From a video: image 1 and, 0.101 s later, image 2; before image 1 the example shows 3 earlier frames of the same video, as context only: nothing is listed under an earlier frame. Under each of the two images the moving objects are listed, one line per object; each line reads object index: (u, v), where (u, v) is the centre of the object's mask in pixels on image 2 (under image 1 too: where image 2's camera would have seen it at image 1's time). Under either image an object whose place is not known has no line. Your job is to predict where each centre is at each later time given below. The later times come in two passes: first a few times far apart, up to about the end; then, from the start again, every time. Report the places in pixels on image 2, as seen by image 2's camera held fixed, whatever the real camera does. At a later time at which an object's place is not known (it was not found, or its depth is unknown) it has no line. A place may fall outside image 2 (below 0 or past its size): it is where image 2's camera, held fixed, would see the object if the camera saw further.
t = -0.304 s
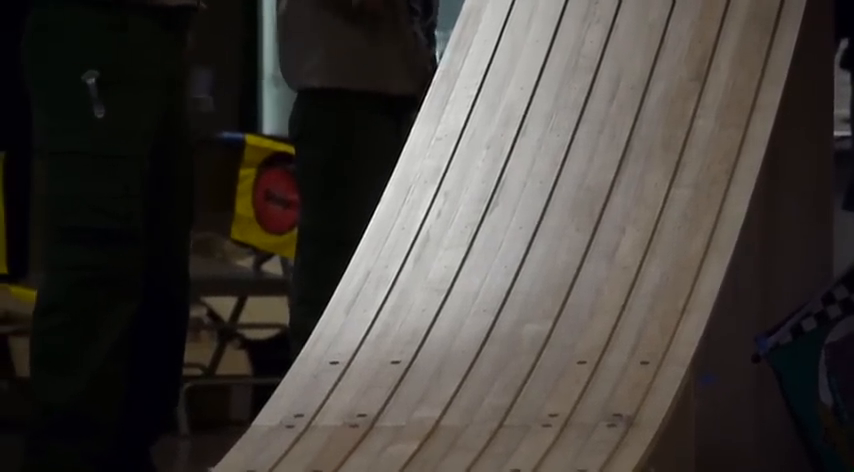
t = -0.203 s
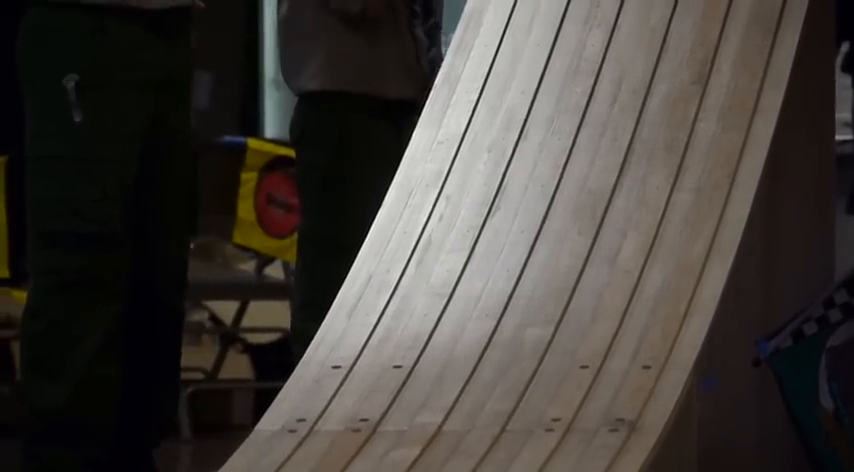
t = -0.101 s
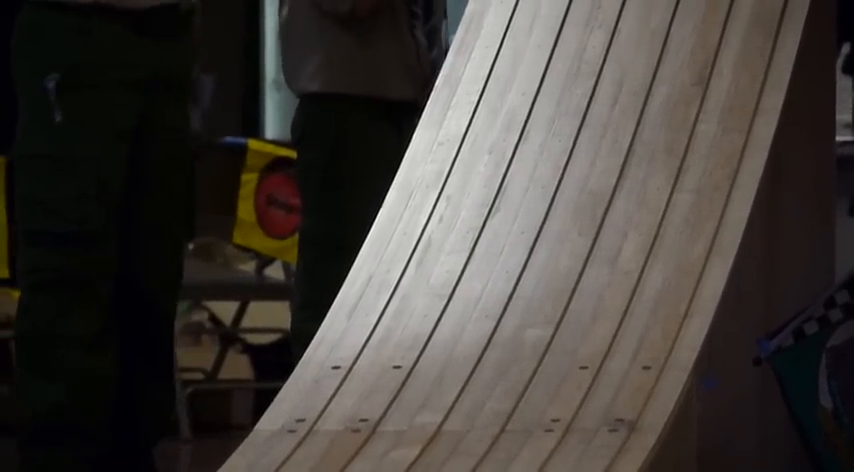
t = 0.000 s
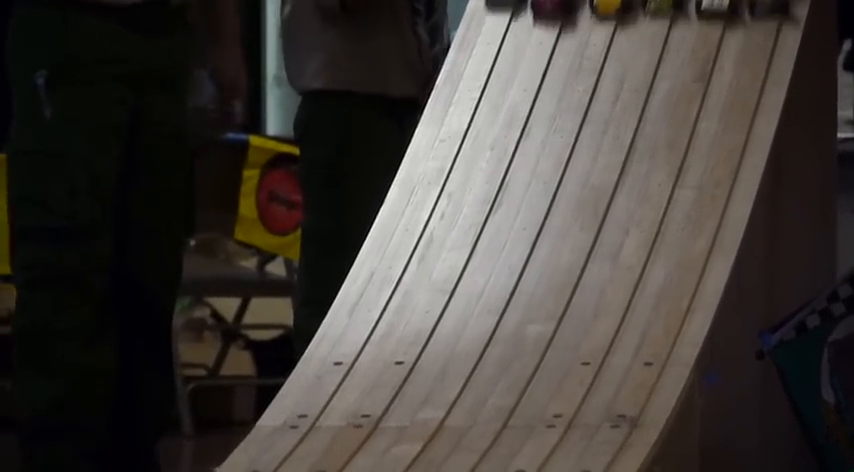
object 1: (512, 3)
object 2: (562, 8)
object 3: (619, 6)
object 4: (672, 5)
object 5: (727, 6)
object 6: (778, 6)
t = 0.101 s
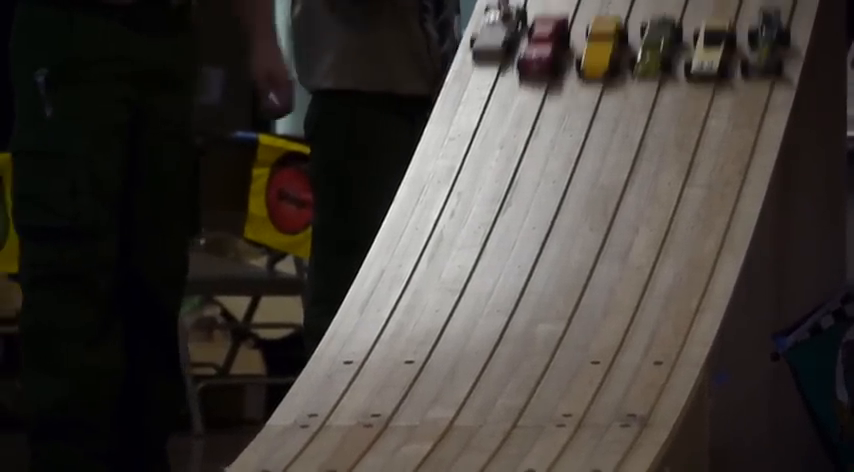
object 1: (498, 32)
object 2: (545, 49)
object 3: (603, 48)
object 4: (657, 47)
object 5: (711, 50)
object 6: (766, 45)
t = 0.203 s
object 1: (473, 96)
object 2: (517, 123)
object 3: (575, 124)
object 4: (631, 122)
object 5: (687, 126)
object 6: (745, 119)
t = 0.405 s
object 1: (403, 253)
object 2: (441, 298)
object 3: (501, 301)
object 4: (563, 299)
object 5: (621, 302)
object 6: (683, 294)
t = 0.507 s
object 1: (359, 335)
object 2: (389, 388)
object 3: (453, 390)
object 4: (518, 389)
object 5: (580, 392)
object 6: (646, 383)
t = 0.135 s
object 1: (490, 52)
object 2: (536, 73)
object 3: (594, 73)
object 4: (649, 71)
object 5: (704, 74)
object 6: (759, 69)
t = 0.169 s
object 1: (482, 73)
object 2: (527, 97)
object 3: (585, 97)
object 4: (640, 96)
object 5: (696, 100)
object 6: (752, 94)
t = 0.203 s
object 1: (473, 96)
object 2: (517, 123)
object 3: (575, 124)
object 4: (631, 122)
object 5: (687, 126)
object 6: (745, 119)
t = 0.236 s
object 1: (463, 120)
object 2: (506, 150)
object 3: (565, 152)
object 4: (621, 151)
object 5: (678, 154)
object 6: (735, 147)
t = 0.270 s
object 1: (452, 147)
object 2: (495, 179)
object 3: (553, 181)
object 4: (611, 179)
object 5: (668, 183)
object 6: (726, 175)
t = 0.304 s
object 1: (441, 172)
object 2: (483, 207)
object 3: (542, 211)
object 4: (600, 208)
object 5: (658, 211)
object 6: (716, 204)
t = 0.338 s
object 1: (429, 199)
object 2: (470, 238)
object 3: (529, 240)
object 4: (588, 238)
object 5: (647, 242)
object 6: (705, 234)
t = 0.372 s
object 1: (416, 226)
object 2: (456, 268)
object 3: (516, 270)
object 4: (576, 268)
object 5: (635, 272)
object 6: (694, 264)
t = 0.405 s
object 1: (403, 253)
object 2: (441, 298)
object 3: (501, 301)
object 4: (563, 299)
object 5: (621, 302)
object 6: (683, 294)
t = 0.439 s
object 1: (389, 280)
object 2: (424, 328)
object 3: (486, 330)
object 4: (549, 329)
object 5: (608, 333)
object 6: (671, 324)
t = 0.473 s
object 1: (373, 309)
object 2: (407, 359)
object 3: (470, 360)
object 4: (534, 359)
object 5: (594, 362)
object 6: (659, 353)
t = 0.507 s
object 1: (359, 335)
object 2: (389, 388)
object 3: (453, 390)
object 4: (518, 389)
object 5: (580, 392)
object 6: (646, 383)
